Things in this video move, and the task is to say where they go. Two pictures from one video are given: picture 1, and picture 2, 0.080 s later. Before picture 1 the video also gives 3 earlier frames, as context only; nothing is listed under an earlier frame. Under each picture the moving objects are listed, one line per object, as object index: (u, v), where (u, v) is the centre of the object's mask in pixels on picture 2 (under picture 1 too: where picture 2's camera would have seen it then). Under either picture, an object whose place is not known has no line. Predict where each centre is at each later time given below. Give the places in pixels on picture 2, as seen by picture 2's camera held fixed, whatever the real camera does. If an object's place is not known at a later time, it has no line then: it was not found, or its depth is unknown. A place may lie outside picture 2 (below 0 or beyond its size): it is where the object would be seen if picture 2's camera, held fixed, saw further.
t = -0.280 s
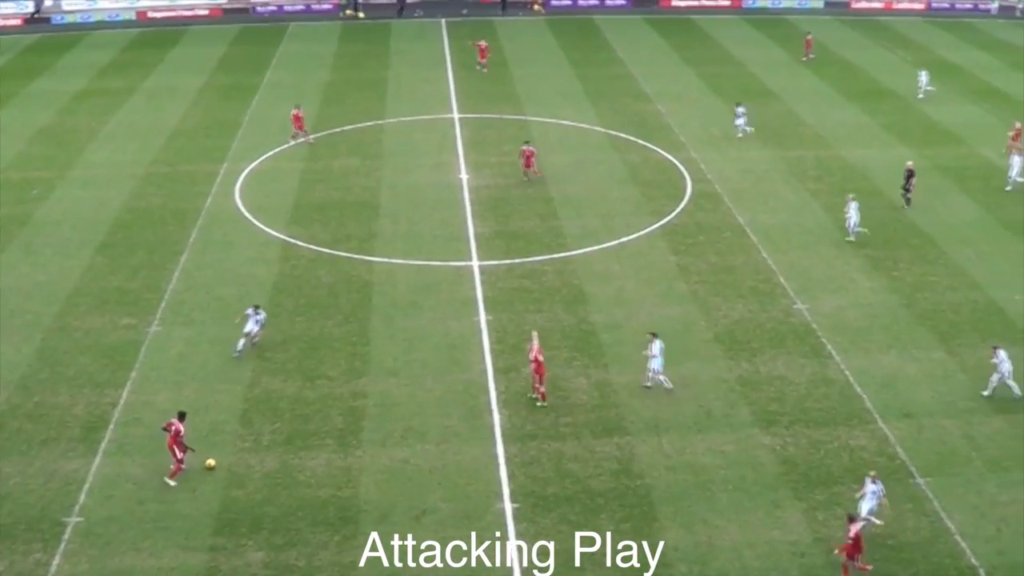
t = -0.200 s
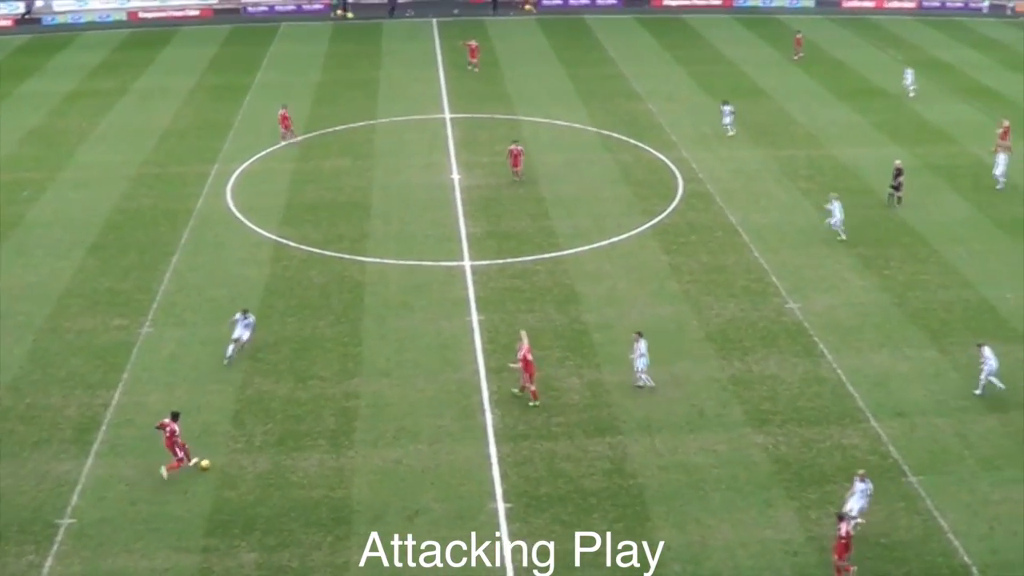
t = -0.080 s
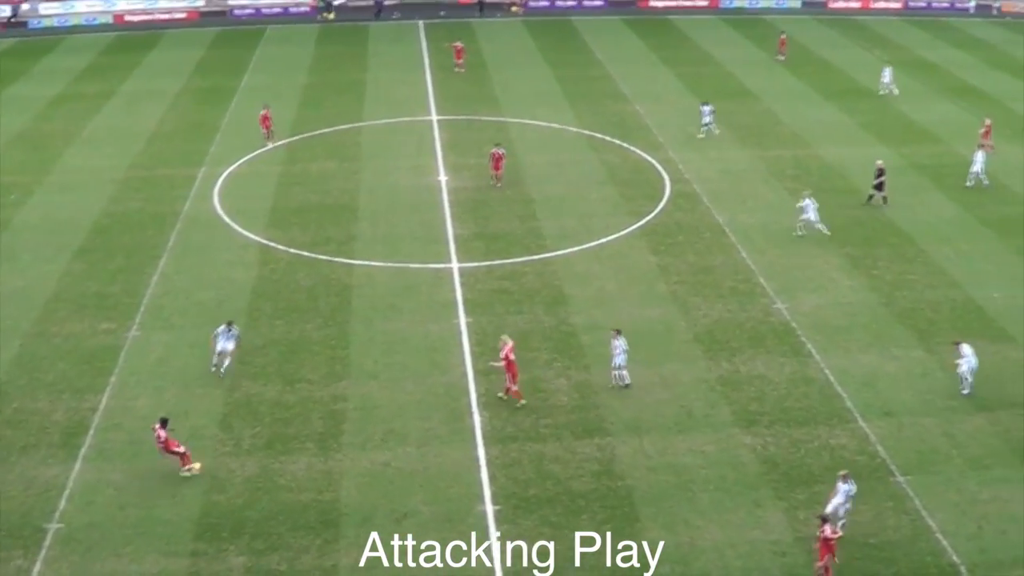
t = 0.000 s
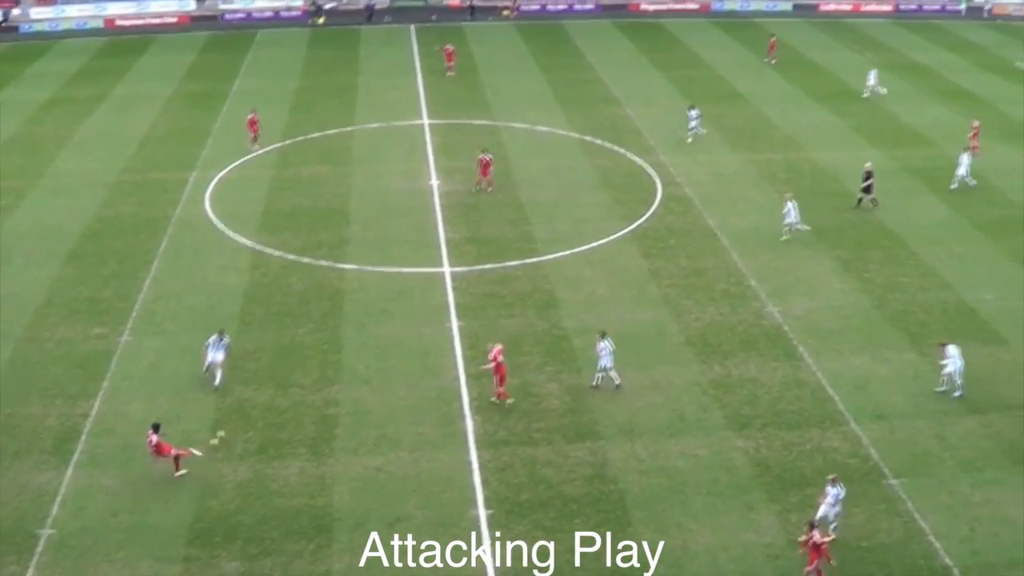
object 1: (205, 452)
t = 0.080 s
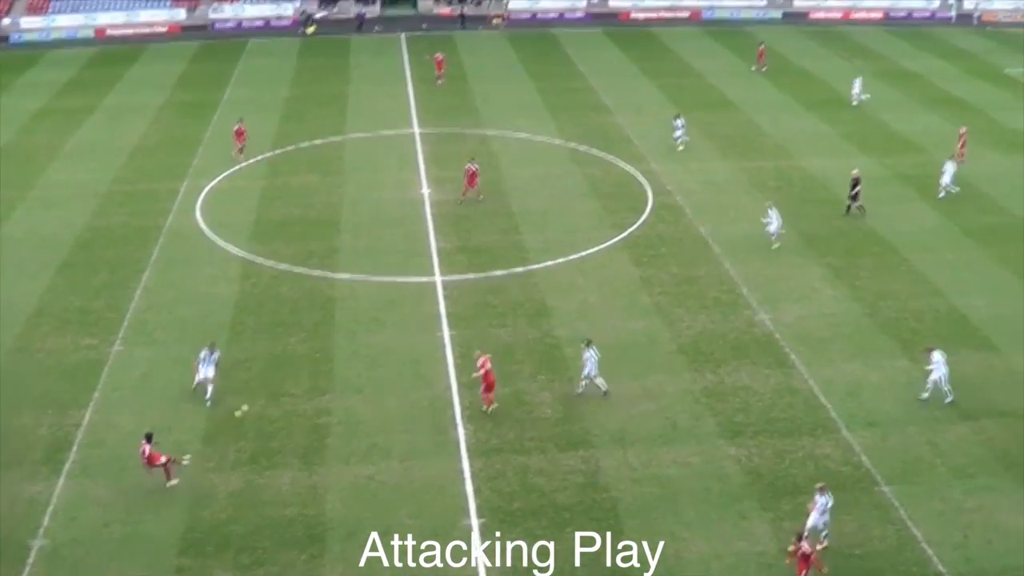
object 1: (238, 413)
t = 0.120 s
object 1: (257, 395)
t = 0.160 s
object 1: (270, 381)
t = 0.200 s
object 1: (284, 368)
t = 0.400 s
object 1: (332, 309)
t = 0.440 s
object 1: (341, 301)
